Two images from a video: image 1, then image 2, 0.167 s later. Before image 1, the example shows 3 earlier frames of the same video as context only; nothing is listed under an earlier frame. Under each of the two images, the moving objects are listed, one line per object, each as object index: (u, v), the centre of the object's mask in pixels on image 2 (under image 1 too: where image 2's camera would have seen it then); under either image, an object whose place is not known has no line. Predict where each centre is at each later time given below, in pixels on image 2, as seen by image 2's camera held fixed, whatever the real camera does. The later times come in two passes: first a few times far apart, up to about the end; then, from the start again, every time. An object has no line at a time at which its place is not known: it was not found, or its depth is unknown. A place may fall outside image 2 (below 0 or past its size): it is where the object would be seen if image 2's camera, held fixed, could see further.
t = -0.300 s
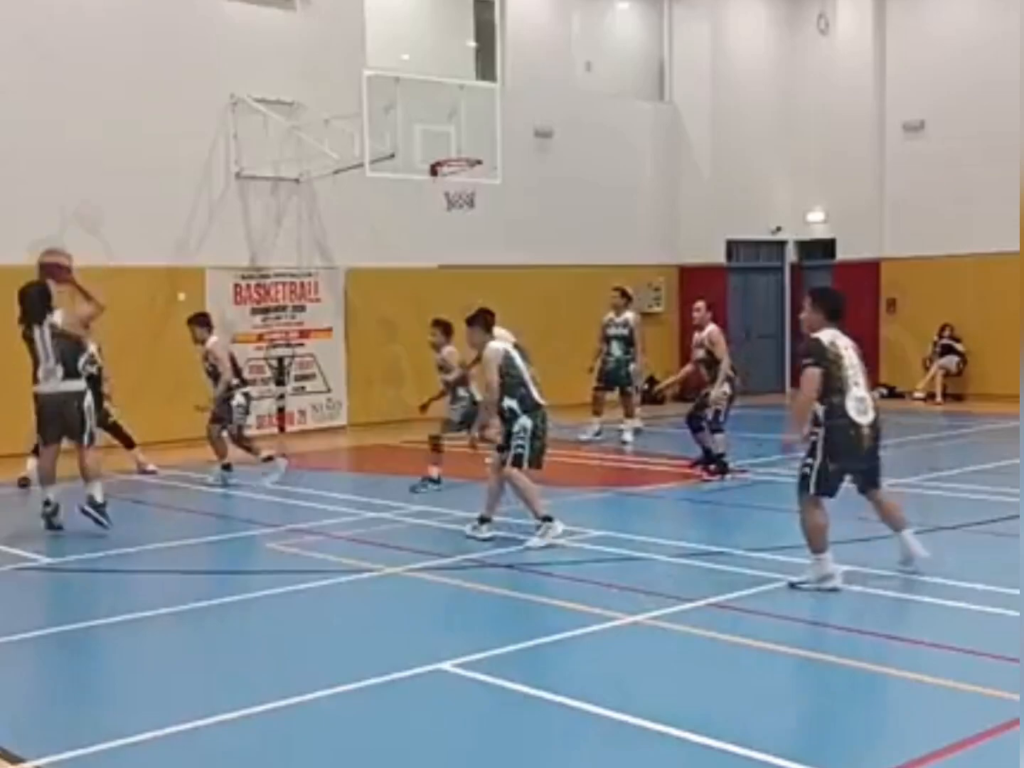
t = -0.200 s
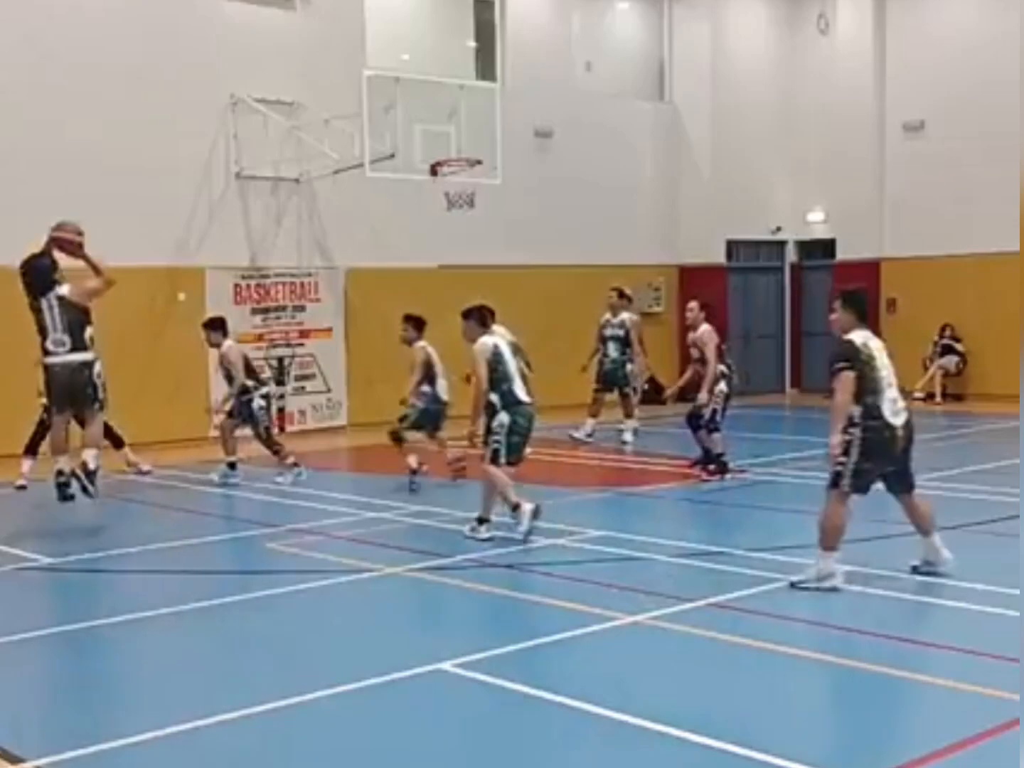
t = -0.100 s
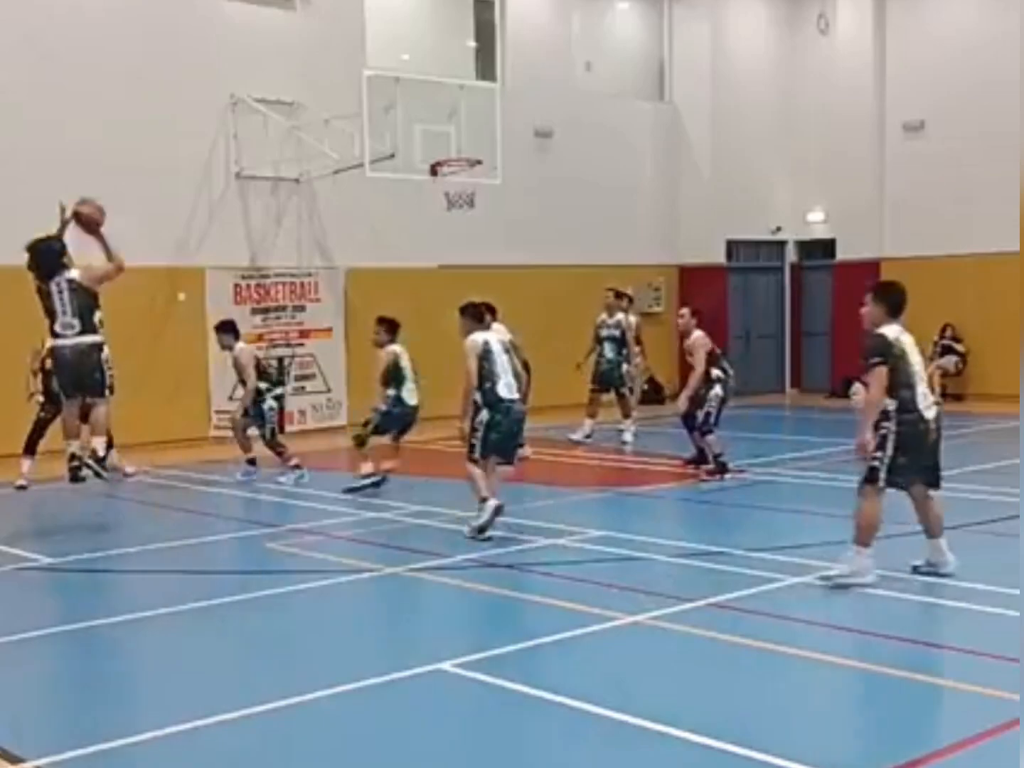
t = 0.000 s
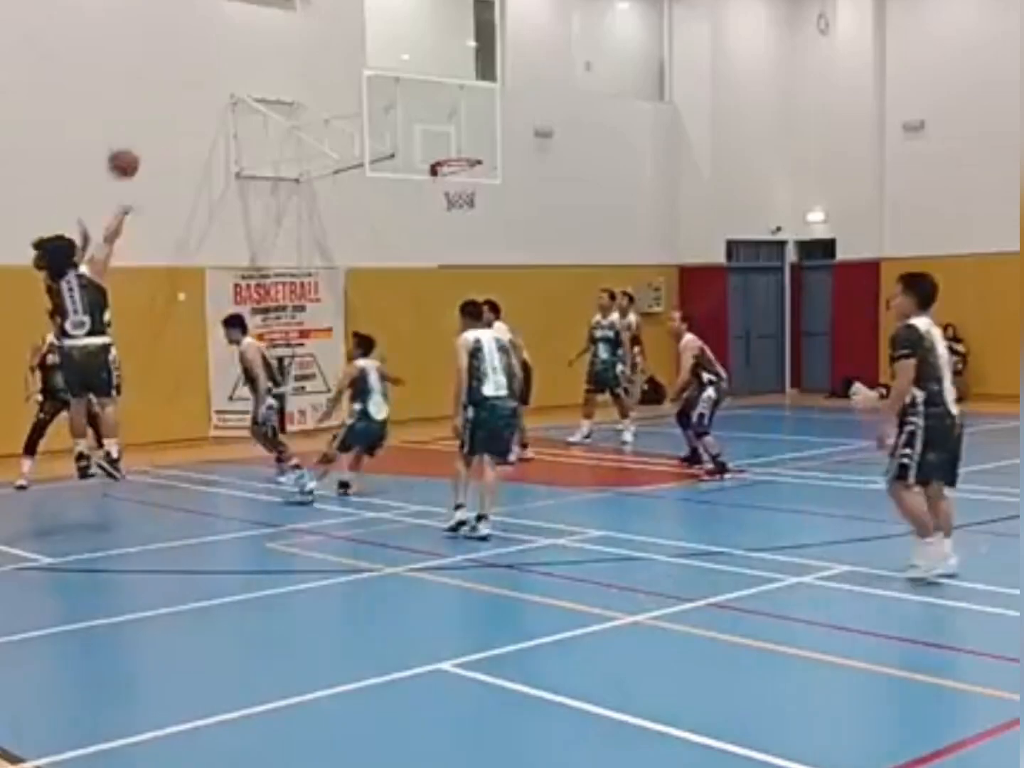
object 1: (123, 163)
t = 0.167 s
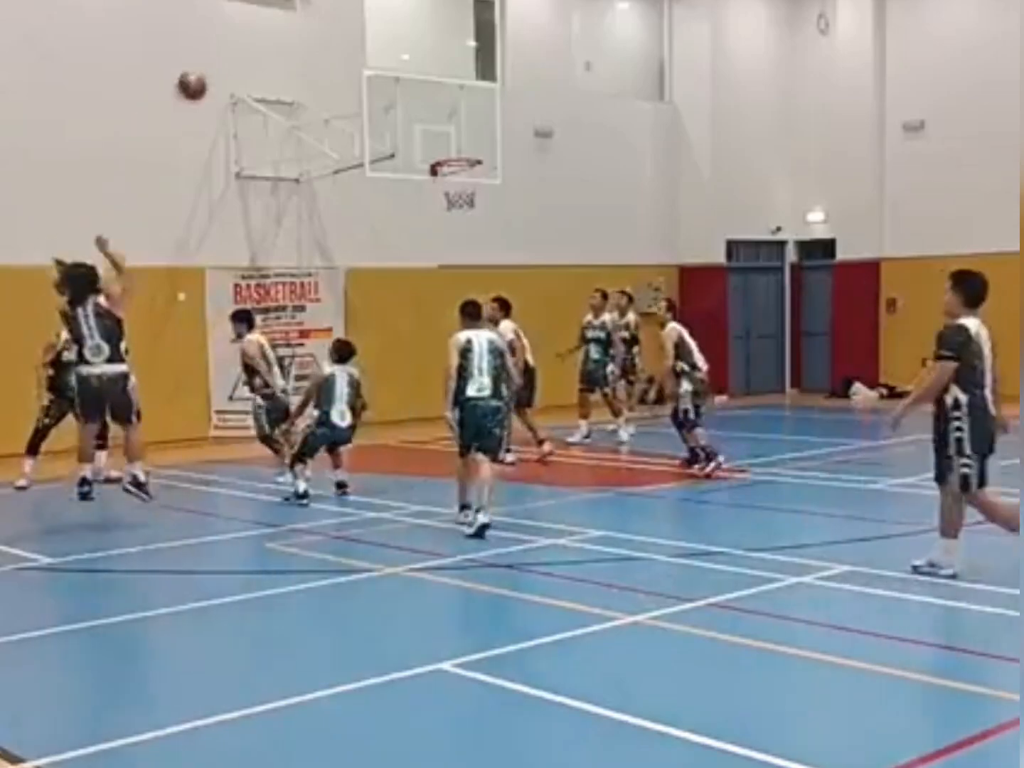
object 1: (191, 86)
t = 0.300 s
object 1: (242, 55)
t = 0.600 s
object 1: (339, 70)
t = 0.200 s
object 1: (204, 76)
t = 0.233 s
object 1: (216, 68)
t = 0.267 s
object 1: (229, 60)
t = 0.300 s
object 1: (242, 55)
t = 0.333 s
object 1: (253, 52)
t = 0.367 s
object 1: (265, 50)
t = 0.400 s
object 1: (277, 49)
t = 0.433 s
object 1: (288, 50)
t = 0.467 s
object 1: (298, 52)
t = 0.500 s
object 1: (308, 54)
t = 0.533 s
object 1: (319, 58)
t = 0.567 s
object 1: (329, 64)
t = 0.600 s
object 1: (339, 70)
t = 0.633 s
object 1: (349, 78)
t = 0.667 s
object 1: (358, 86)
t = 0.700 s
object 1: (367, 95)
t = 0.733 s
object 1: (376, 106)
